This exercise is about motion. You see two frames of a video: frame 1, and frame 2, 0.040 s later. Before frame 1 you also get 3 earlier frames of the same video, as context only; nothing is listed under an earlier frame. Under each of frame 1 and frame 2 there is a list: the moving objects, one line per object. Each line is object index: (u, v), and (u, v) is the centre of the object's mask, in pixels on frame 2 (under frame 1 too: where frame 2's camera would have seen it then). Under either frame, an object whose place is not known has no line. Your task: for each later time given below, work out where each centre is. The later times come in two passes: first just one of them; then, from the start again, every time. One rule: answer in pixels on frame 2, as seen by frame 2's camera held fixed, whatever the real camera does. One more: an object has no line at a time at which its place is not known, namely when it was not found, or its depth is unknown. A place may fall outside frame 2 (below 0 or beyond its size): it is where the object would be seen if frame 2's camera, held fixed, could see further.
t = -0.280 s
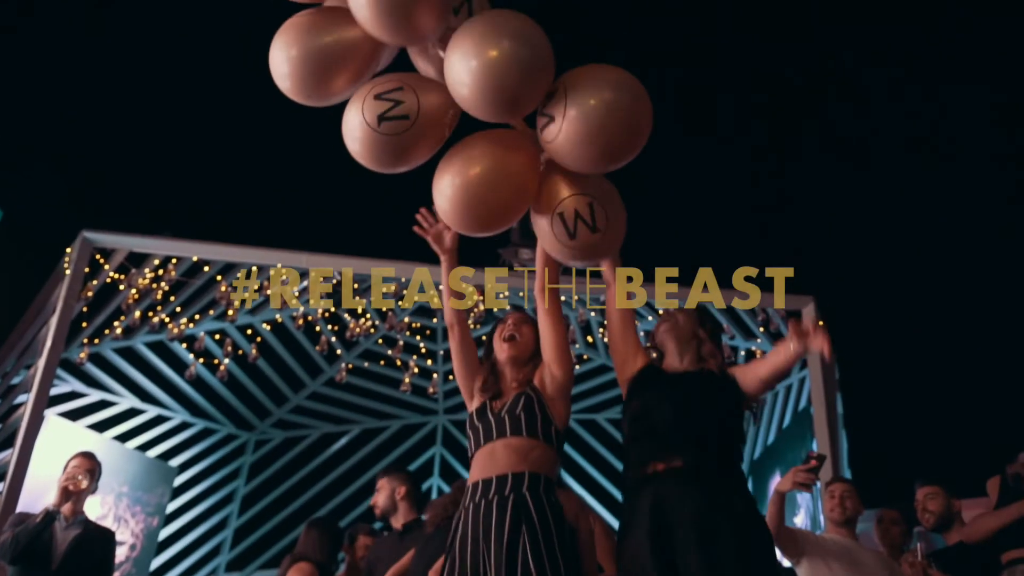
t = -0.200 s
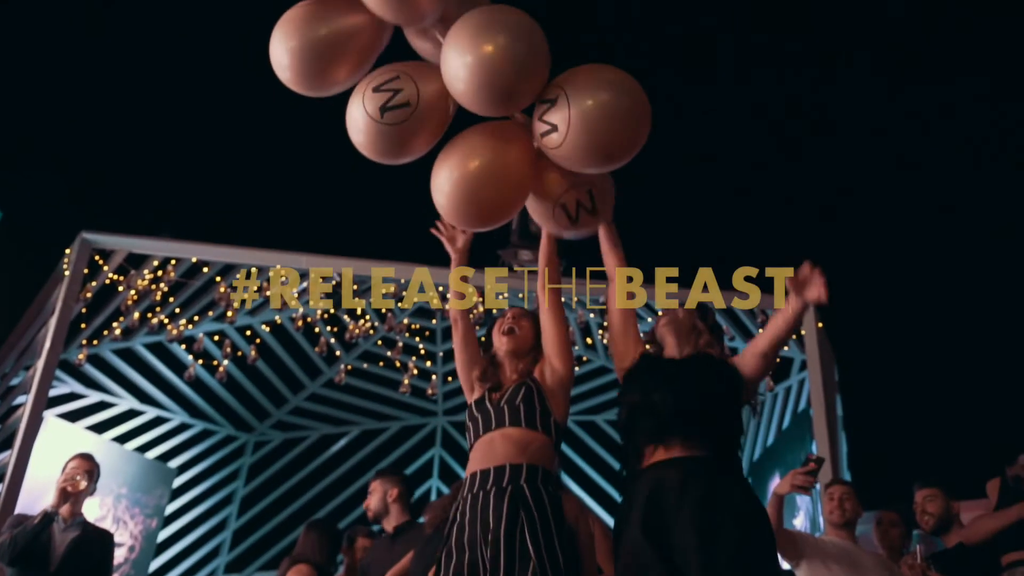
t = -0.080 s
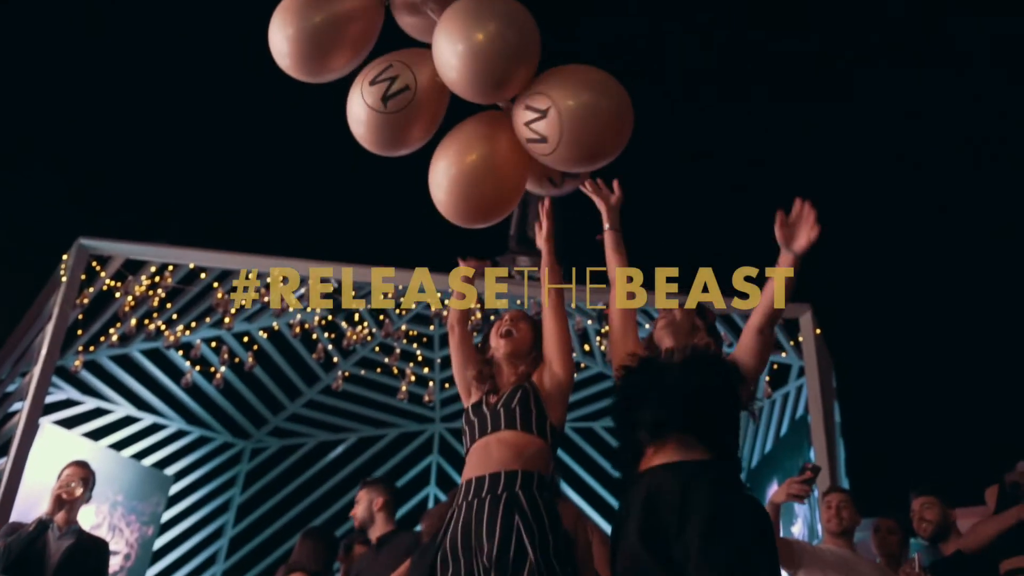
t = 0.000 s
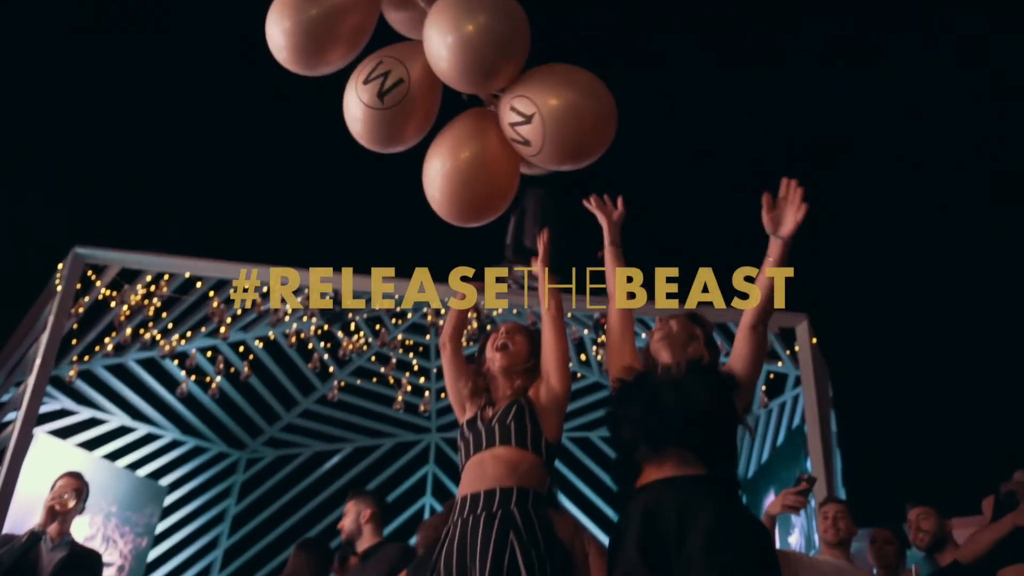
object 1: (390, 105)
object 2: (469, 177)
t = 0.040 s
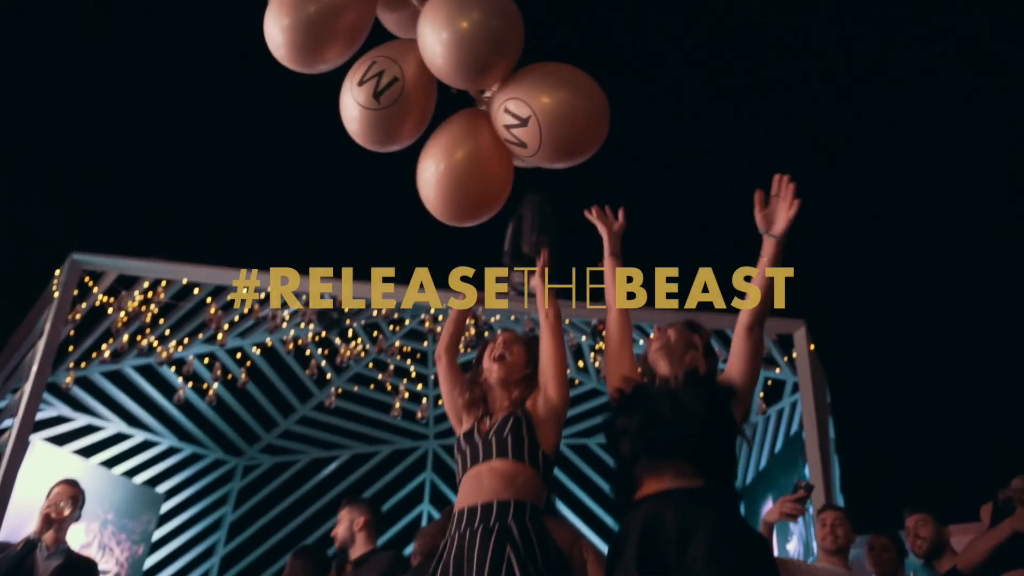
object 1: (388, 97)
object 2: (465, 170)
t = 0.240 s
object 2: (435, 120)
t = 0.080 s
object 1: (386, 89)
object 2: (460, 163)
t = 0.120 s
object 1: (382, 80)
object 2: (455, 153)
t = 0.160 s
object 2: (448, 143)
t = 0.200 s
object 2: (442, 132)
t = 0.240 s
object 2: (435, 120)
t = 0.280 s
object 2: (429, 109)
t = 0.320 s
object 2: (421, 97)
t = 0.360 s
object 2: (413, 85)
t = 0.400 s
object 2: (406, 74)
